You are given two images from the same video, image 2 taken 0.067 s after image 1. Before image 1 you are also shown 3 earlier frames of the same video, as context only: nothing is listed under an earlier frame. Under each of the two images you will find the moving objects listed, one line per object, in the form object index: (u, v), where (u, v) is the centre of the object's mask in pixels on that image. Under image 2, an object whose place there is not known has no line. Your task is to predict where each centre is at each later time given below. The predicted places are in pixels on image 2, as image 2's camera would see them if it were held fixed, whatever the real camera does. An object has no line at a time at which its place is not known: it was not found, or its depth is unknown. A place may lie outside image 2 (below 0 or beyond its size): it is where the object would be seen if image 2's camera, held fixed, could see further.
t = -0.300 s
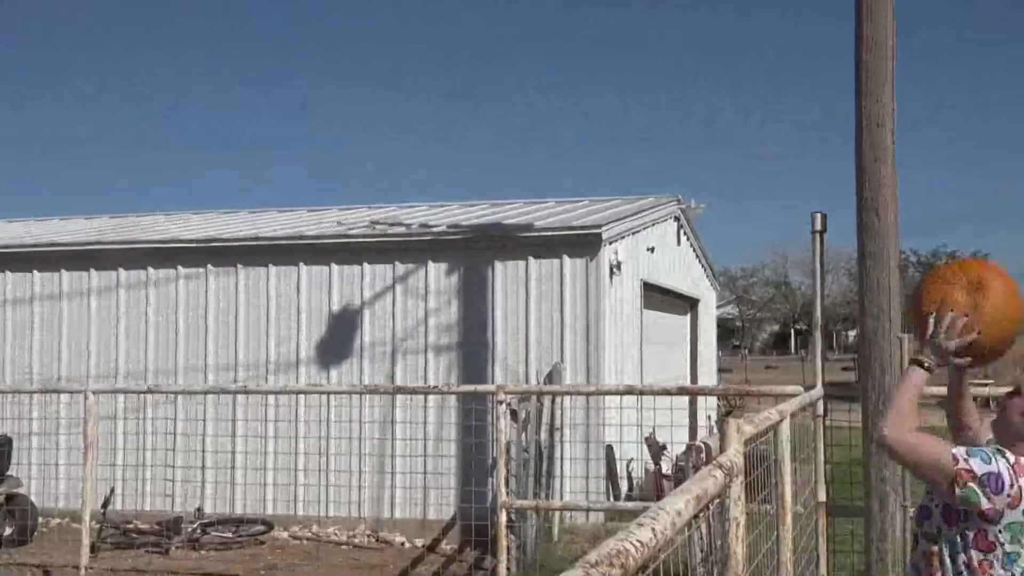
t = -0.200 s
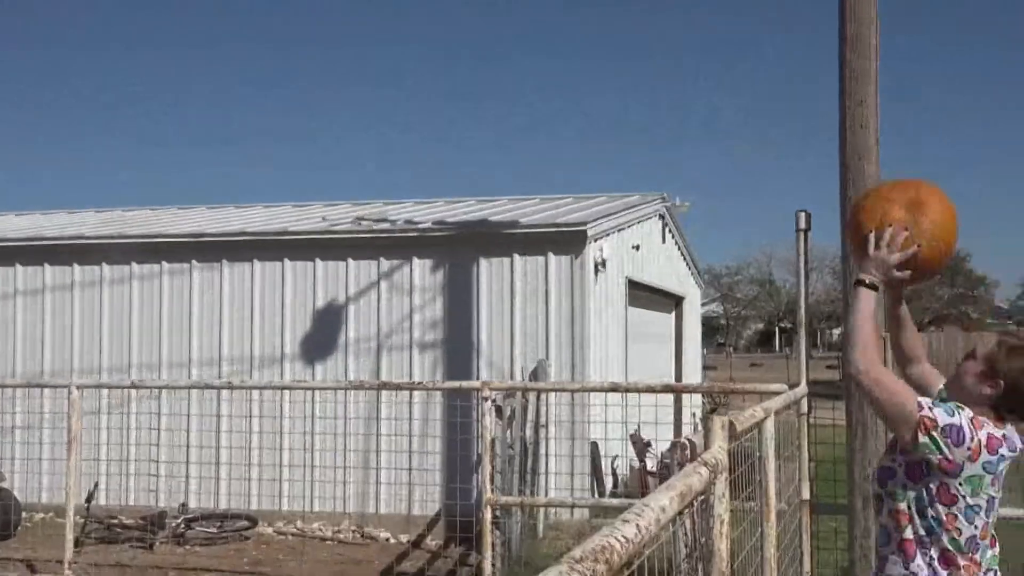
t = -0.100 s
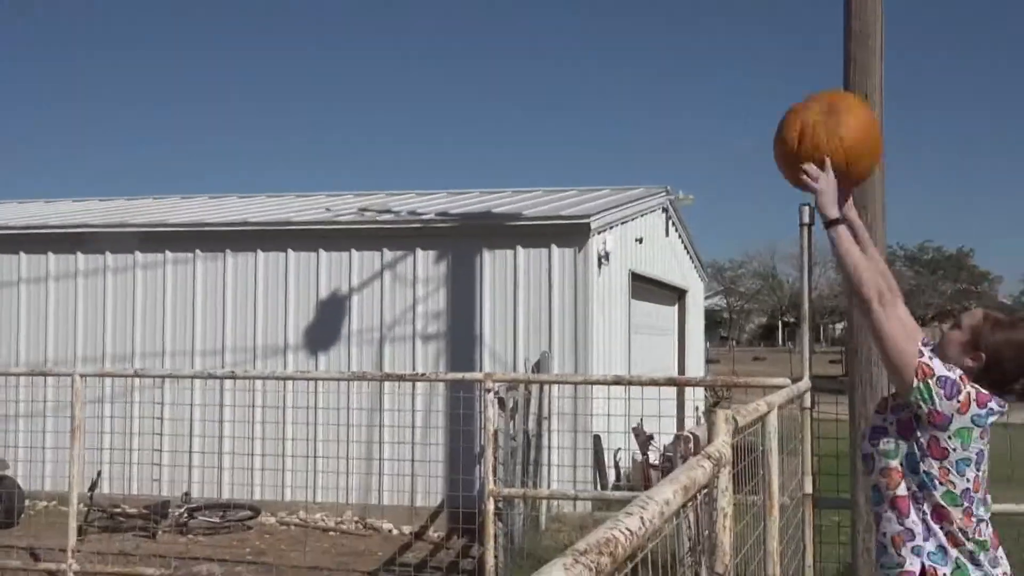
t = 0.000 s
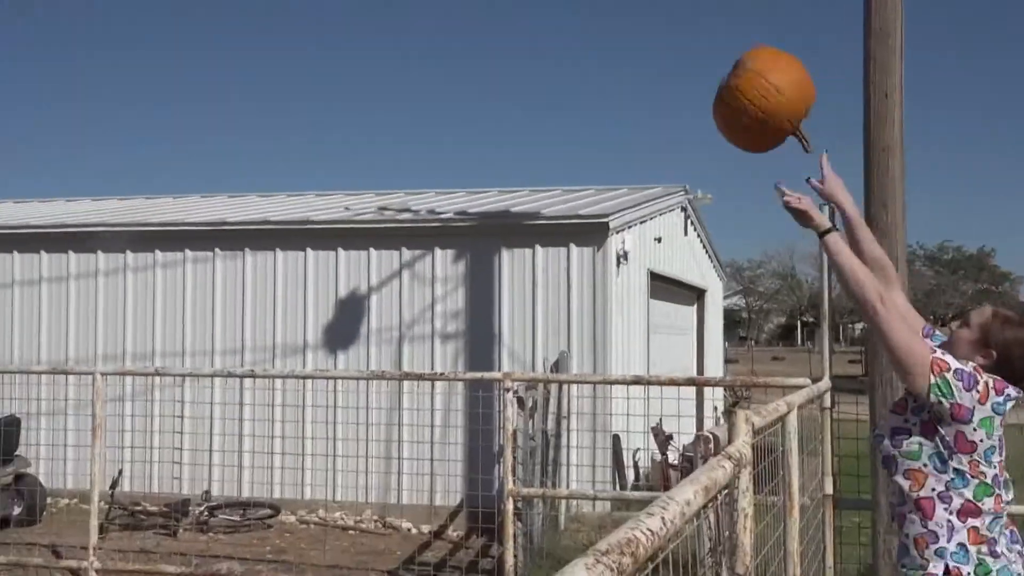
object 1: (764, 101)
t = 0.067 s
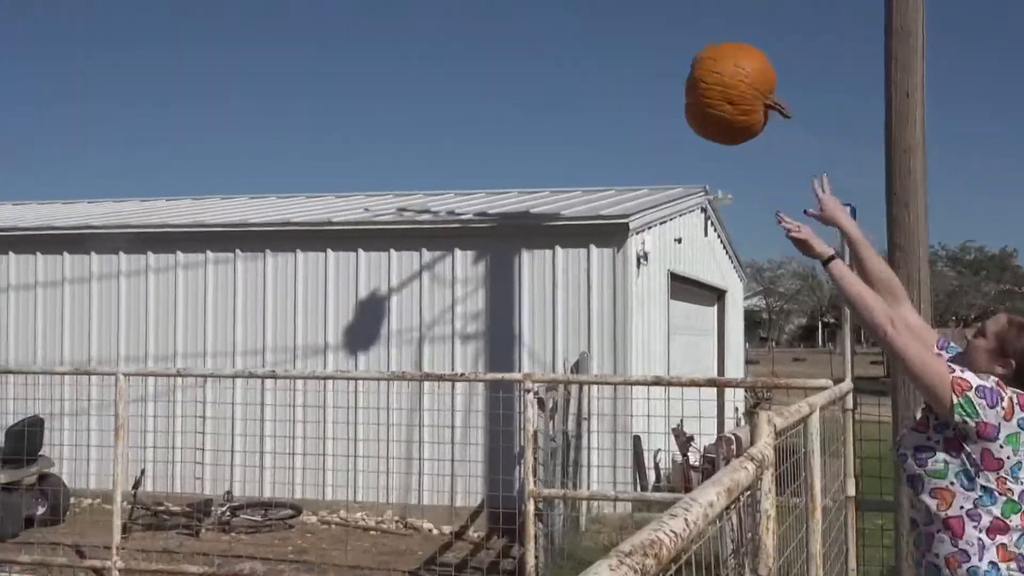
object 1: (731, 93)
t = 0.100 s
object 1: (700, 95)
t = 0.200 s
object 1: (615, 120)
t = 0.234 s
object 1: (590, 136)
